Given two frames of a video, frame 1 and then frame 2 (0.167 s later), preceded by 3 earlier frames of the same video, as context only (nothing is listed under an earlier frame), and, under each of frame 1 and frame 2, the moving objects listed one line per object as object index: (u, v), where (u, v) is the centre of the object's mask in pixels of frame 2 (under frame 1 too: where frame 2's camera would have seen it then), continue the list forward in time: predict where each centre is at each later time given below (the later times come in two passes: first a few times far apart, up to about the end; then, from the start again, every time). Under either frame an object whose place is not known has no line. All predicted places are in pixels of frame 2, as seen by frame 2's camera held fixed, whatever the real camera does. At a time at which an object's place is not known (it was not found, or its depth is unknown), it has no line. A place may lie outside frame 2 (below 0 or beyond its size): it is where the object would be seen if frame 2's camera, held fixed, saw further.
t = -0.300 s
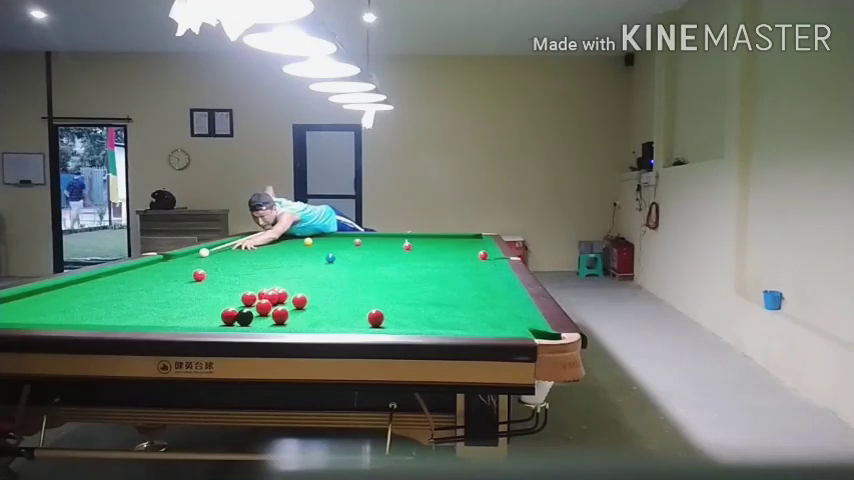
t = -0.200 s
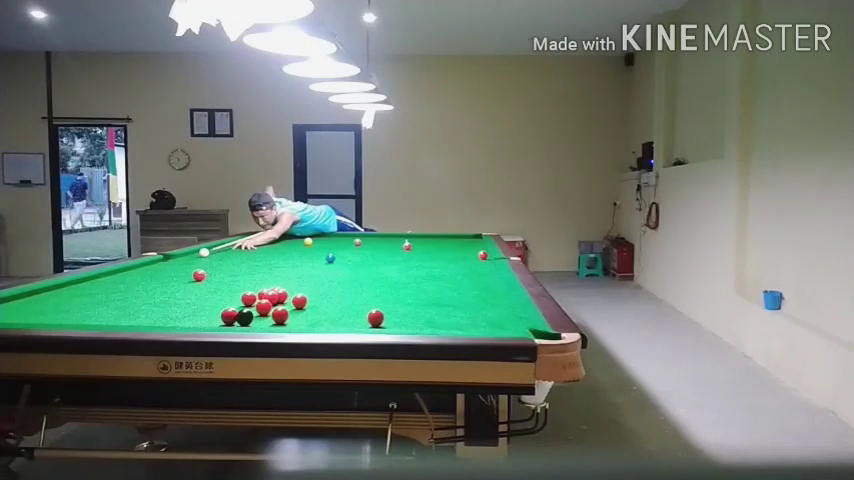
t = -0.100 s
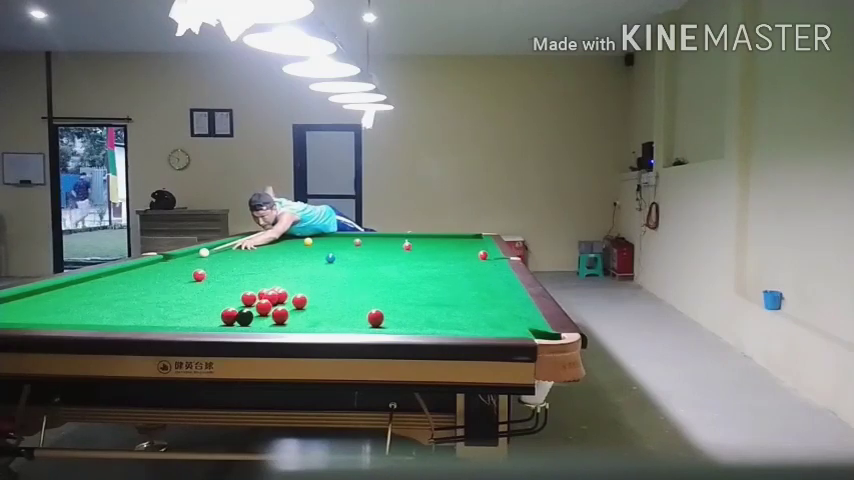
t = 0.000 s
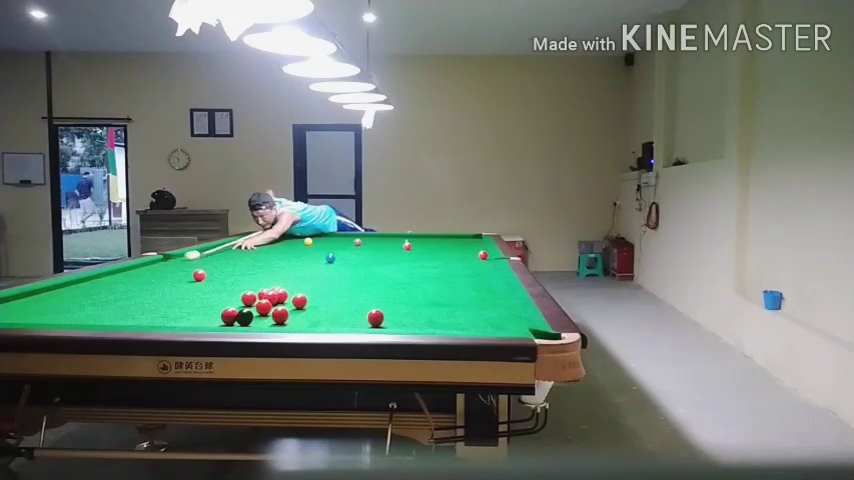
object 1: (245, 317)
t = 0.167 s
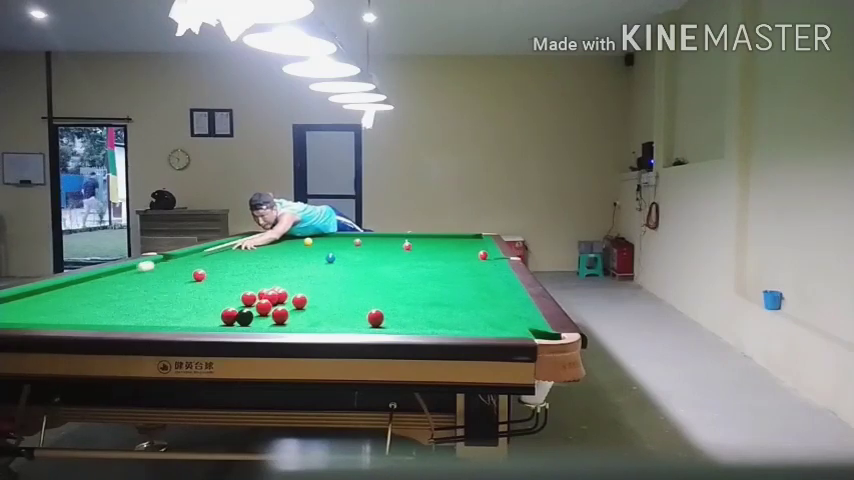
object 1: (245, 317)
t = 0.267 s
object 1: (245, 317)
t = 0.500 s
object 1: (244, 317)
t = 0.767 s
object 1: (245, 317)
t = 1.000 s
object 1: (245, 317)
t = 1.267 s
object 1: (245, 317)
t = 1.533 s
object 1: (245, 317)
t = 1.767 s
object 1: (245, 317)
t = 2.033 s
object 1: (245, 317)
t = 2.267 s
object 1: (260, 318)
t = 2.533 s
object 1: (284, 319)
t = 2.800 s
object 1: (307, 320)
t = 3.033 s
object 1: (324, 321)
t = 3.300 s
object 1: (343, 322)
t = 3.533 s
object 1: (357, 323)
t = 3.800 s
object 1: (370, 323)
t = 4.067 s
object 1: (384, 324)
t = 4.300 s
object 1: (394, 324)
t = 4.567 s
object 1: (402, 325)
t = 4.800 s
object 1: (408, 325)
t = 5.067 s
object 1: (413, 326)
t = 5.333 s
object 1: (415, 326)
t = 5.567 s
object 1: (416, 326)
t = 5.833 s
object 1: (415, 326)
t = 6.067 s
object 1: (416, 326)
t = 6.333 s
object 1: (416, 326)
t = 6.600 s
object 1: (416, 326)
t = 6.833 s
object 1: (416, 326)
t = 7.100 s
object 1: (415, 326)
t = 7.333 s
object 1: (415, 326)
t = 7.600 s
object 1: (415, 326)
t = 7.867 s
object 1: (415, 326)
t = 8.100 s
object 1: (415, 326)
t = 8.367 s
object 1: (416, 326)
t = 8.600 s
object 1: (416, 326)
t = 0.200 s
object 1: (245, 317)
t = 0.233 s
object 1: (245, 317)
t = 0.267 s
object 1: (245, 317)
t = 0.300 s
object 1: (245, 317)
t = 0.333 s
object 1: (245, 317)
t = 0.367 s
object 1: (245, 317)
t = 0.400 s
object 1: (245, 317)
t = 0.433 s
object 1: (245, 317)
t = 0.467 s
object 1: (245, 317)
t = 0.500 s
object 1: (244, 317)
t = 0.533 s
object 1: (245, 317)
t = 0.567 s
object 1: (245, 317)
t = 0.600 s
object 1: (245, 317)
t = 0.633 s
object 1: (245, 317)
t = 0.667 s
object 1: (245, 317)
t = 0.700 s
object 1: (244, 317)
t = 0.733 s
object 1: (245, 317)
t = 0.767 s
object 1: (245, 317)
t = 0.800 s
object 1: (245, 317)
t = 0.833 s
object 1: (245, 317)
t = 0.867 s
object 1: (245, 317)
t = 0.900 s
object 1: (245, 317)
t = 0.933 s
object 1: (245, 317)
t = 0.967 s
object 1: (245, 317)
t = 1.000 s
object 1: (245, 317)
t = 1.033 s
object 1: (245, 317)
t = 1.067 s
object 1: (245, 317)
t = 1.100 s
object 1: (245, 317)
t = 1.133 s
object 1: (245, 317)
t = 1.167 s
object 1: (245, 317)
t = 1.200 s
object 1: (245, 317)
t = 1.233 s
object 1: (245, 317)
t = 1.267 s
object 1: (245, 317)
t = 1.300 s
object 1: (245, 317)
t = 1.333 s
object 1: (245, 317)
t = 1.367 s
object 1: (245, 317)
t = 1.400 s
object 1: (245, 317)
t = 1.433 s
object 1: (245, 317)
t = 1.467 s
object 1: (245, 317)
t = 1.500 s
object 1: (245, 317)
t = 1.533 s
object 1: (245, 317)
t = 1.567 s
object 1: (245, 317)
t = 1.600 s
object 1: (245, 317)
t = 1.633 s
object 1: (245, 317)
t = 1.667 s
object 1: (245, 317)
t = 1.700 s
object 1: (245, 317)
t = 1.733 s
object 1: (245, 317)
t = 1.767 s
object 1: (245, 317)
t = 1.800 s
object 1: (245, 317)
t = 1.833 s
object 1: (245, 317)
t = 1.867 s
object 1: (245, 317)
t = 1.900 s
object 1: (245, 317)
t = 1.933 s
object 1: (245, 317)
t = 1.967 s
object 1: (245, 317)
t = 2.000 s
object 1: (245, 317)
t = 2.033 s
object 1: (245, 317)
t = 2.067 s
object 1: (245, 317)
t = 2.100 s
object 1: (245, 317)
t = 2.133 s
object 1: (247, 317)
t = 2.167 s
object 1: (250, 317)
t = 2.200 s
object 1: (254, 317)
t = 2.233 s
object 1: (257, 318)
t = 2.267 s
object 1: (260, 318)
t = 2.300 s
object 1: (263, 318)
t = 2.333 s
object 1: (266, 318)
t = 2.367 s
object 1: (269, 319)
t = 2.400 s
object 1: (272, 319)
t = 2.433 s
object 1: (274, 318)
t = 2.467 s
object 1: (278, 318)
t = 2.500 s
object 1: (281, 318)
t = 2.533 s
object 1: (284, 319)
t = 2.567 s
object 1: (287, 319)
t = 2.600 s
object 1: (290, 319)
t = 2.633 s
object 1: (293, 319)
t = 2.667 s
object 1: (296, 319)
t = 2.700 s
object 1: (299, 319)
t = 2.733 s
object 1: (301, 319)
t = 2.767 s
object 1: (304, 320)
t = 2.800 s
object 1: (307, 320)
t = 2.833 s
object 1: (309, 320)
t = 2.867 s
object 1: (312, 320)
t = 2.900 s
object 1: (314, 320)
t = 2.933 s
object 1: (317, 320)
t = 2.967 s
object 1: (319, 321)
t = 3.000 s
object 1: (322, 321)
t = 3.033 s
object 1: (324, 321)
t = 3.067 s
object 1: (327, 321)
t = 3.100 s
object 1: (329, 321)
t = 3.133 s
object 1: (331, 321)
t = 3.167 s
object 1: (334, 321)
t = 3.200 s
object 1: (336, 321)
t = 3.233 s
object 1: (338, 322)
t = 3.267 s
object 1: (341, 322)
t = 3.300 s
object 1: (343, 322)
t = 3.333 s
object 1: (345, 322)
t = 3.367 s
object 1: (347, 322)
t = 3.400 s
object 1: (349, 322)
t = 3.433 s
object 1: (351, 322)
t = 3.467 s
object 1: (353, 323)
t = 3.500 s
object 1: (355, 323)
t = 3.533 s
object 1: (357, 323)
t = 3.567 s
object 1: (359, 323)
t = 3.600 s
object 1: (360, 323)
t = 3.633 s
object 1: (362, 323)
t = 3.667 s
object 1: (364, 323)
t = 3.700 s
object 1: (365, 323)
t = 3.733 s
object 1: (367, 323)
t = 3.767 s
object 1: (369, 324)
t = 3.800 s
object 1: (370, 323)
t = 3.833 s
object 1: (373, 323)
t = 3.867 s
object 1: (375, 323)
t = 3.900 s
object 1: (377, 324)
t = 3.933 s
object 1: (378, 324)
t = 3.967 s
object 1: (380, 324)
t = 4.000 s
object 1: (381, 324)
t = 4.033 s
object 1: (383, 324)
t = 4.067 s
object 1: (384, 324)
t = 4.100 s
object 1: (385, 324)
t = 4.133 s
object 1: (387, 324)
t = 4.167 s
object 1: (388, 324)
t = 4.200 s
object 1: (389, 324)
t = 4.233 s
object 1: (391, 324)
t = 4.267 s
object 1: (393, 324)
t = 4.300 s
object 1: (394, 324)
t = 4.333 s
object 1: (395, 325)
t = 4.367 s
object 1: (396, 325)
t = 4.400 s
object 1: (397, 325)
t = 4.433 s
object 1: (398, 325)
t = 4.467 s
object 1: (399, 325)
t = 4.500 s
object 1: (400, 325)
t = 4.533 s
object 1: (401, 325)
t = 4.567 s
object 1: (402, 325)
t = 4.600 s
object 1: (403, 325)
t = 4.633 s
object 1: (403, 325)
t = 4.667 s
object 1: (404, 325)
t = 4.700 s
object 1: (405, 325)
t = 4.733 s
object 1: (406, 325)
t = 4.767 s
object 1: (407, 325)
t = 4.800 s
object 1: (408, 325)
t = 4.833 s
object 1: (408, 325)
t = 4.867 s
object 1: (409, 326)
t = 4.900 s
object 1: (409, 326)
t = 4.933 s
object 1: (410, 326)
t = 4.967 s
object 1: (411, 326)
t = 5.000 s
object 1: (411, 326)
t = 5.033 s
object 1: (412, 326)
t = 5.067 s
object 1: (413, 326)
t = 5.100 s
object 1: (413, 326)
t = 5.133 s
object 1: (414, 326)
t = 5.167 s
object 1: (414, 326)
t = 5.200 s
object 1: (414, 326)
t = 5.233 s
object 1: (414, 326)
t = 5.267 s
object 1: (415, 326)
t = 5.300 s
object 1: (415, 326)
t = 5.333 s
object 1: (415, 326)
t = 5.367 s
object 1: (415, 326)
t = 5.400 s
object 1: (415, 326)
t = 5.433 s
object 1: (415, 326)
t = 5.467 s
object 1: (416, 326)
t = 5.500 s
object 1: (416, 326)
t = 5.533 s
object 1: (416, 326)
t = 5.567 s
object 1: (416, 326)
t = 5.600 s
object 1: (416, 326)
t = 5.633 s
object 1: (416, 326)
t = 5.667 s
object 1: (416, 326)
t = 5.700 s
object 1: (416, 326)
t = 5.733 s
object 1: (415, 326)
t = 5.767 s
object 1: (415, 326)
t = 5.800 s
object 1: (415, 326)
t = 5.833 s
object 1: (415, 326)
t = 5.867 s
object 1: (416, 326)
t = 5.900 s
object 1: (415, 326)
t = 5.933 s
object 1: (415, 326)
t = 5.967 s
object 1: (415, 326)
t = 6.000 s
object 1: (415, 326)
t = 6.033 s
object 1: (415, 326)
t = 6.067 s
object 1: (416, 326)
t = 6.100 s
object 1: (416, 326)
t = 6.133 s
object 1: (416, 326)
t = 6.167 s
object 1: (416, 326)
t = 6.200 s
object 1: (416, 326)
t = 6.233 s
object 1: (416, 326)
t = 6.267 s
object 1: (416, 326)
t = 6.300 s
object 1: (416, 326)
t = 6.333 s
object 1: (416, 326)
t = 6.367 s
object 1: (416, 326)
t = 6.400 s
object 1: (416, 326)
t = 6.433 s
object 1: (416, 326)
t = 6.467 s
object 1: (416, 326)
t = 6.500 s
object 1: (416, 326)
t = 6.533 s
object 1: (415, 326)
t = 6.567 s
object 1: (416, 326)
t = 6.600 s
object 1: (416, 326)
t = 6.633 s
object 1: (416, 326)
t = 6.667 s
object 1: (416, 326)
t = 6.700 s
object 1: (415, 326)
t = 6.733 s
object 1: (416, 326)
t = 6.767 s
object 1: (416, 326)
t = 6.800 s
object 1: (416, 326)
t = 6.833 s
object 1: (416, 326)
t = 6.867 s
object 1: (416, 326)
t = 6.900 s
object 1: (416, 326)
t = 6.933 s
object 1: (416, 326)
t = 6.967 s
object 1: (416, 326)
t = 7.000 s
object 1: (416, 326)
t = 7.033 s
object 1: (415, 326)
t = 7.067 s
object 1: (415, 326)
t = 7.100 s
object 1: (415, 326)
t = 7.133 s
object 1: (415, 326)
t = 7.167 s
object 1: (415, 326)
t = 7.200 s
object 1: (415, 326)
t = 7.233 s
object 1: (415, 326)
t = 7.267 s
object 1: (415, 326)
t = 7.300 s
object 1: (415, 326)
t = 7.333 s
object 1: (415, 326)
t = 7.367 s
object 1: (415, 326)
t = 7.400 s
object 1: (415, 326)
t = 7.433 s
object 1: (415, 326)
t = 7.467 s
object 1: (415, 326)
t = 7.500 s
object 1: (415, 326)
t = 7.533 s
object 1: (415, 326)
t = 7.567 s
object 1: (415, 326)
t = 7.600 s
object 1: (415, 326)
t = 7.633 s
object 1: (415, 326)
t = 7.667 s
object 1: (415, 326)
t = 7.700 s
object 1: (415, 326)
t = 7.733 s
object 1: (415, 326)
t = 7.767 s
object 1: (415, 326)
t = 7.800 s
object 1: (415, 326)
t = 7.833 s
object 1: (415, 326)
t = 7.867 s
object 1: (415, 326)
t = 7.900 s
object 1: (415, 326)
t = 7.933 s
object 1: (415, 326)
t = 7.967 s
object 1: (415, 326)
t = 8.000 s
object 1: (415, 326)
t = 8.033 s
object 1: (415, 326)
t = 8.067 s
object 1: (415, 326)
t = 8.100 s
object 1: (415, 326)
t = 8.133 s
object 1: (415, 326)
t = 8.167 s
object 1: (415, 326)
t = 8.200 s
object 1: (415, 326)
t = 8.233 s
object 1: (415, 326)
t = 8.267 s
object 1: (415, 326)
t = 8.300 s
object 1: (415, 326)
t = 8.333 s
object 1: (416, 326)
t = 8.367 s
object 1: (416, 326)
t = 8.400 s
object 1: (416, 326)
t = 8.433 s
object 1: (416, 326)
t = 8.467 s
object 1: (416, 326)
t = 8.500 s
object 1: (416, 326)
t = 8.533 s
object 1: (416, 326)
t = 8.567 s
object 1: (416, 326)
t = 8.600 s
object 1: (416, 326)
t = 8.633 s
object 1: (416, 326)
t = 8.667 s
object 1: (416, 326)
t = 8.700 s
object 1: (416, 326)
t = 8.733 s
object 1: (416, 326)
